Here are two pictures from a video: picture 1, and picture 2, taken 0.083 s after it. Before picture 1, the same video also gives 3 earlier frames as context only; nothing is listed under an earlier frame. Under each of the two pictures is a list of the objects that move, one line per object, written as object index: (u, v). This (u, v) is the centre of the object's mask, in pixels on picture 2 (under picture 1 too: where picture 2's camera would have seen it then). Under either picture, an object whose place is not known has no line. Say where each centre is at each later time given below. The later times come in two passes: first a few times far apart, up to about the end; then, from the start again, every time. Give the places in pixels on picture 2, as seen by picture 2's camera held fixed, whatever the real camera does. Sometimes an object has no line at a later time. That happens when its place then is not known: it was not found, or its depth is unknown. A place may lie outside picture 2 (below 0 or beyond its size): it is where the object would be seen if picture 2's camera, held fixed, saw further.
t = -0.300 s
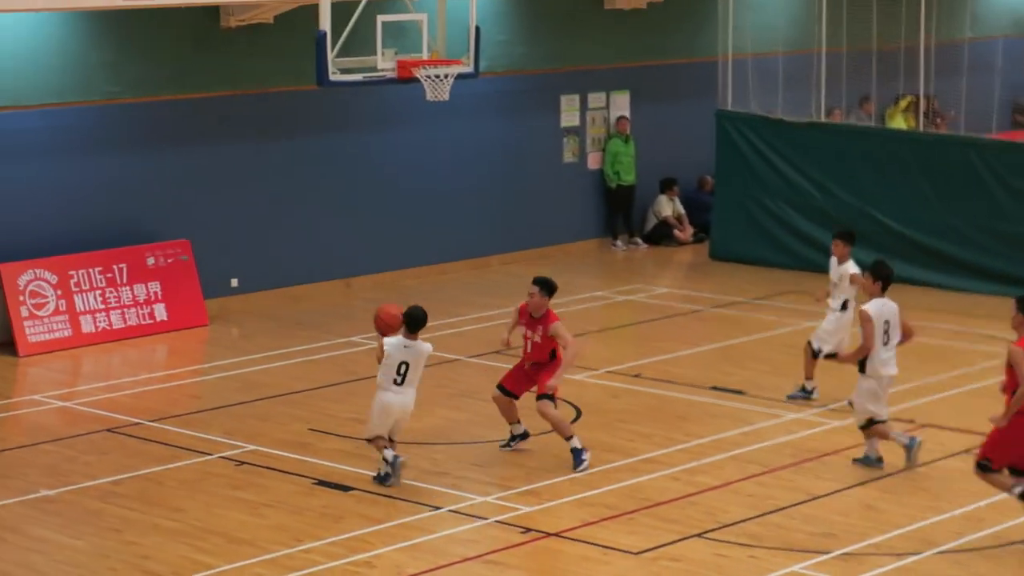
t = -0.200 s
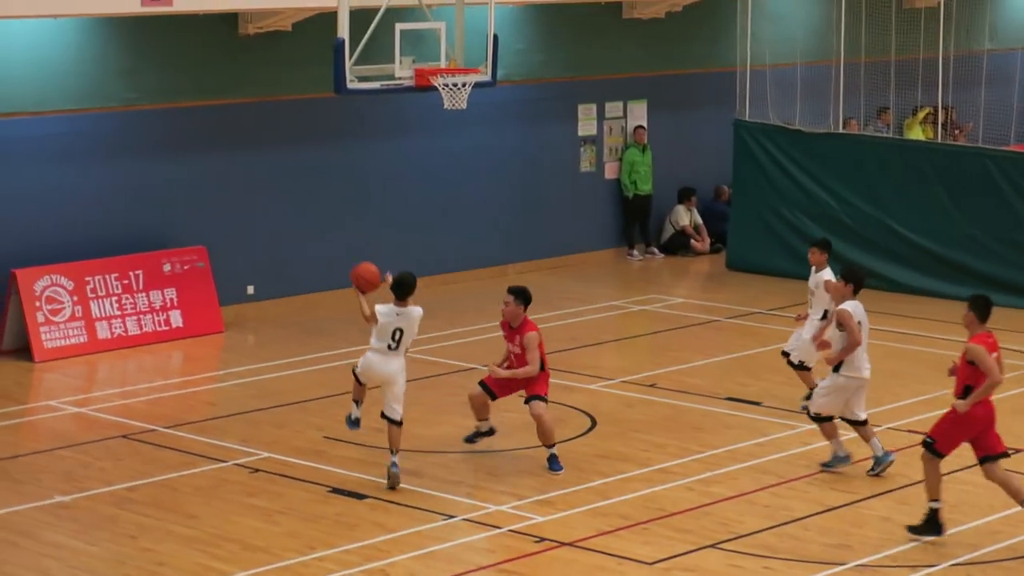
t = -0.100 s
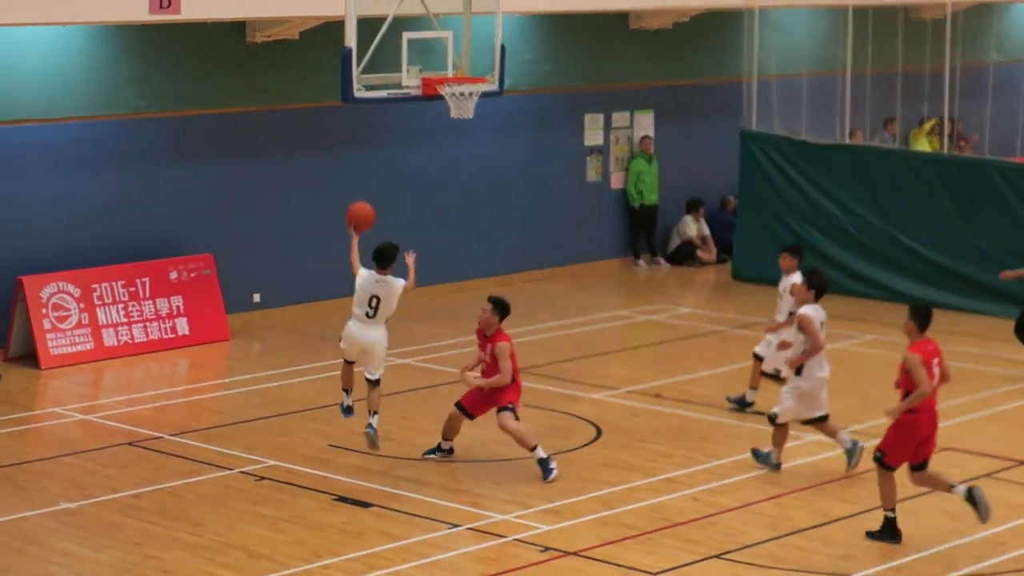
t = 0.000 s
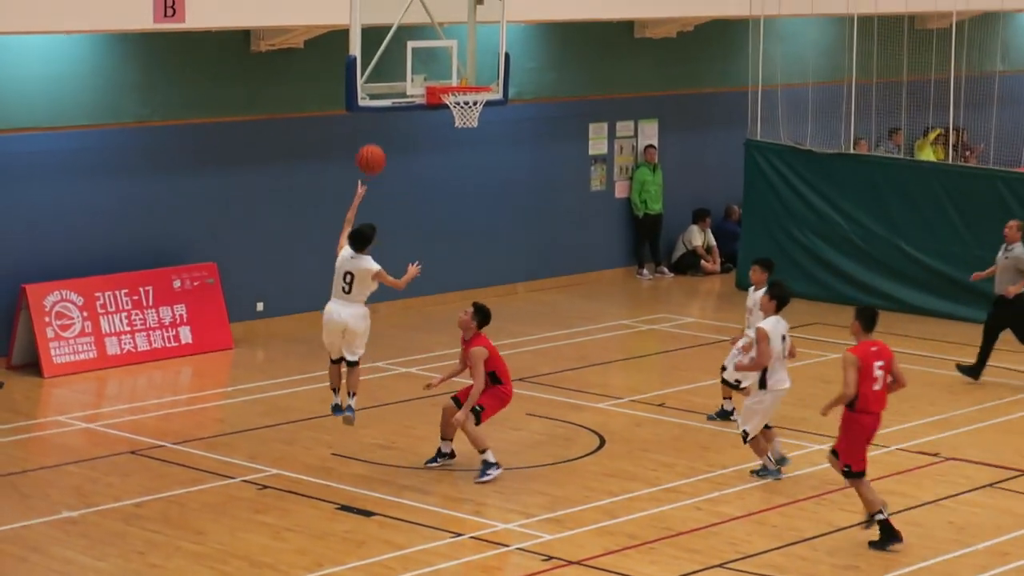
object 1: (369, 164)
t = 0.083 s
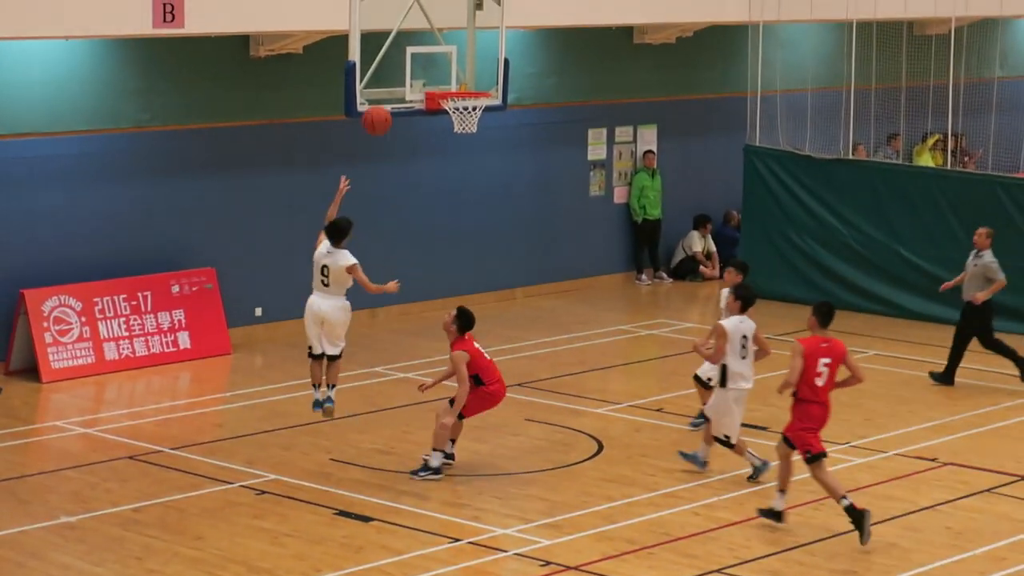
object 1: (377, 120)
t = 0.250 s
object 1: (390, 57)
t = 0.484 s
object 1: (408, 27)
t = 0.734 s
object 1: (473, 59)
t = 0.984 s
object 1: (515, 70)
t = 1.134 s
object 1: (535, 88)
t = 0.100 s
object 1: (378, 112)
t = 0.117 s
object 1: (380, 104)
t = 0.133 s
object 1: (380, 97)
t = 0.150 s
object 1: (382, 90)
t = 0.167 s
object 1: (383, 84)
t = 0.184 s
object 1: (385, 78)
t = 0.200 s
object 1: (386, 72)
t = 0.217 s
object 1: (387, 67)
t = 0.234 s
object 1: (388, 61)
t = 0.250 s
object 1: (390, 57)
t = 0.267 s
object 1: (391, 52)
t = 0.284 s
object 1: (392, 48)
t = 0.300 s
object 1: (393, 45)
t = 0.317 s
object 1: (394, 42)
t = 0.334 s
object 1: (396, 39)
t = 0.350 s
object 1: (397, 36)
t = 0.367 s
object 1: (398, 34)
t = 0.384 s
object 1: (399, 32)
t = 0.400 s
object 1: (400, 30)
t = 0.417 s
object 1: (401, 29)
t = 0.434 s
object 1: (402, 28)
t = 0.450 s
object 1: (404, 27)
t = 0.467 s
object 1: (405, 27)
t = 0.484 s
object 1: (408, 27)
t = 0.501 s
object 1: (412, 27)
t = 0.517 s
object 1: (417, 27)
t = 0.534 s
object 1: (421, 28)
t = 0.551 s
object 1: (426, 28)
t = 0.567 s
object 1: (430, 29)
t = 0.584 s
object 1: (434, 31)
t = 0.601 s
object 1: (438, 33)
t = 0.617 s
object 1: (442, 35)
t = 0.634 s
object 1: (447, 37)
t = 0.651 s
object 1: (451, 40)
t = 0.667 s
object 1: (456, 43)
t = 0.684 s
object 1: (460, 46)
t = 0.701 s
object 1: (464, 50)
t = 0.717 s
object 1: (468, 54)
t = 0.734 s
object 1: (473, 59)
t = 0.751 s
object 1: (477, 63)
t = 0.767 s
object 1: (481, 68)
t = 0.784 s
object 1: (485, 74)
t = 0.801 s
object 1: (489, 79)
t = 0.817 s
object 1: (492, 80)
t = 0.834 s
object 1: (494, 77)
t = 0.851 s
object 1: (496, 75)
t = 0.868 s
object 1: (499, 74)
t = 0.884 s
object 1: (501, 72)
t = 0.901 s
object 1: (503, 71)
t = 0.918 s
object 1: (506, 70)
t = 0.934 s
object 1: (508, 70)
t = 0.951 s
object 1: (510, 70)
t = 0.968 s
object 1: (513, 70)
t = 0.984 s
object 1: (515, 70)
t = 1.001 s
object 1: (517, 71)
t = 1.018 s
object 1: (519, 72)
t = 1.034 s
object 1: (521, 73)
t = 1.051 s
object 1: (523, 75)
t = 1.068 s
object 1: (526, 77)
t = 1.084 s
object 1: (529, 79)
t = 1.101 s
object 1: (531, 82)
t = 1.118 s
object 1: (533, 85)
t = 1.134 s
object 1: (535, 88)
